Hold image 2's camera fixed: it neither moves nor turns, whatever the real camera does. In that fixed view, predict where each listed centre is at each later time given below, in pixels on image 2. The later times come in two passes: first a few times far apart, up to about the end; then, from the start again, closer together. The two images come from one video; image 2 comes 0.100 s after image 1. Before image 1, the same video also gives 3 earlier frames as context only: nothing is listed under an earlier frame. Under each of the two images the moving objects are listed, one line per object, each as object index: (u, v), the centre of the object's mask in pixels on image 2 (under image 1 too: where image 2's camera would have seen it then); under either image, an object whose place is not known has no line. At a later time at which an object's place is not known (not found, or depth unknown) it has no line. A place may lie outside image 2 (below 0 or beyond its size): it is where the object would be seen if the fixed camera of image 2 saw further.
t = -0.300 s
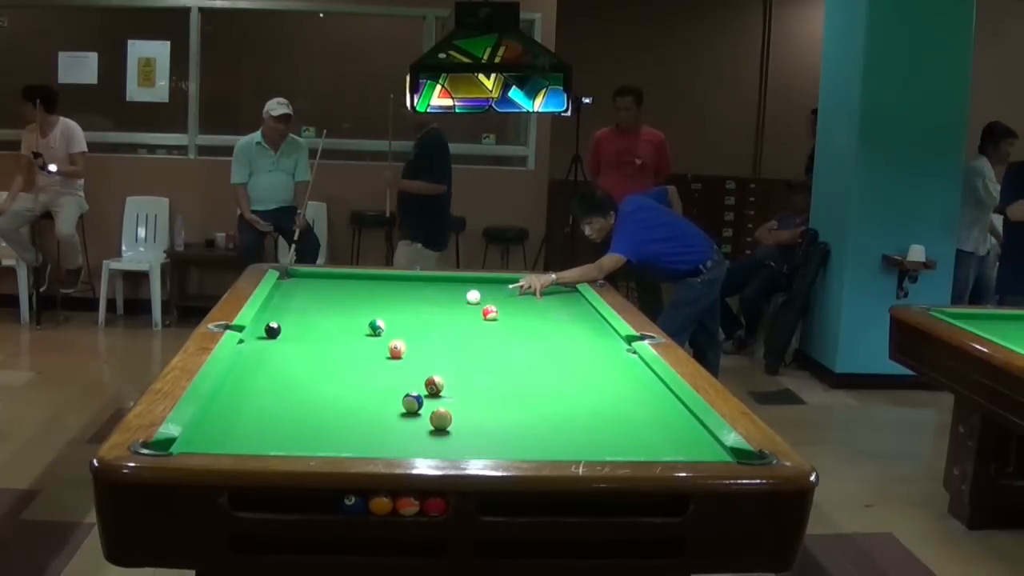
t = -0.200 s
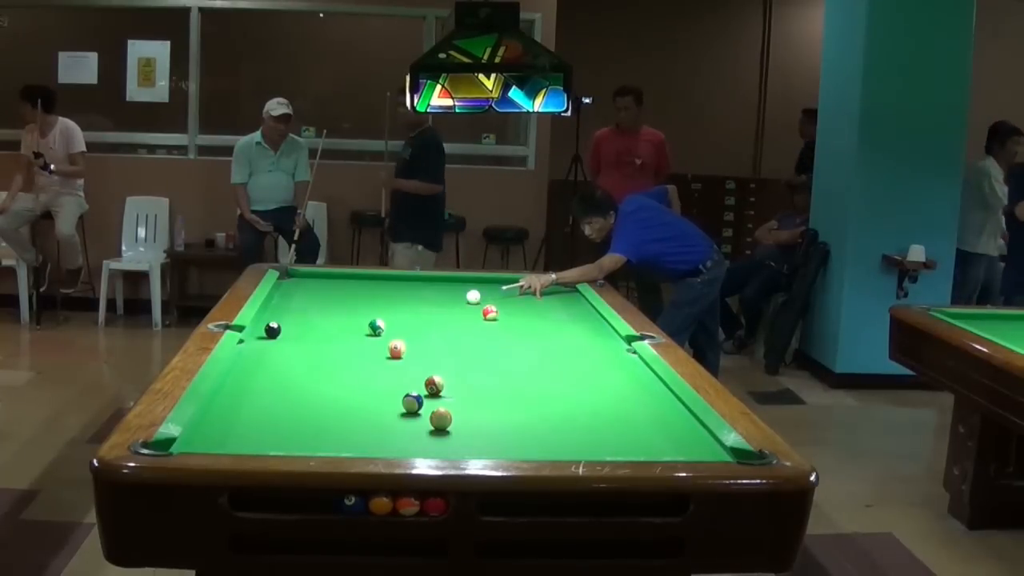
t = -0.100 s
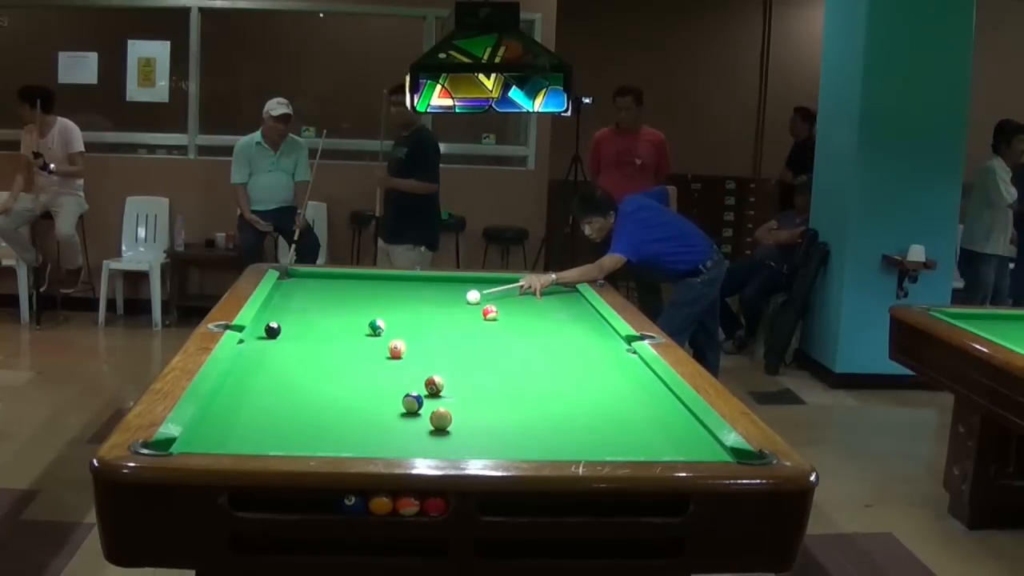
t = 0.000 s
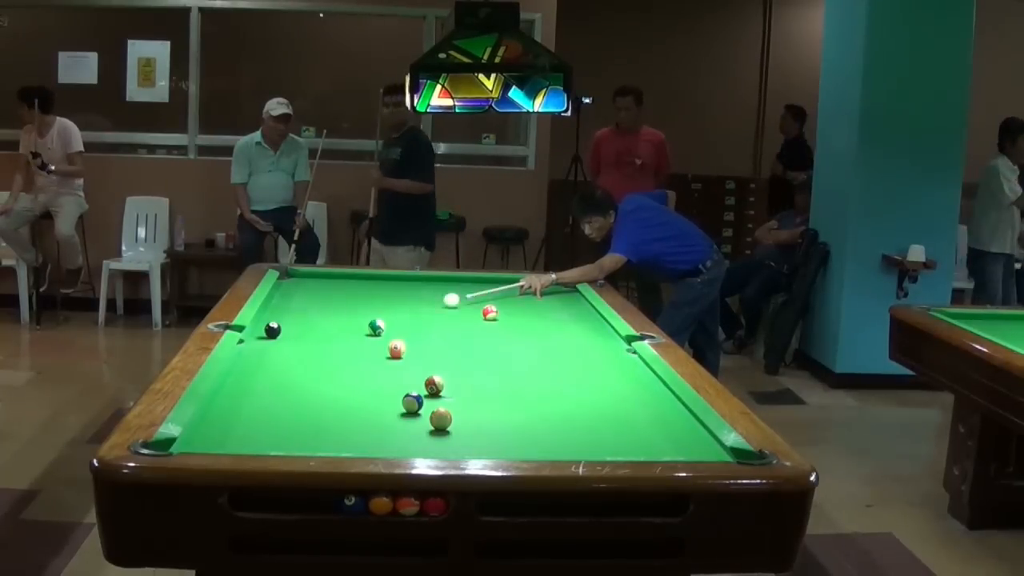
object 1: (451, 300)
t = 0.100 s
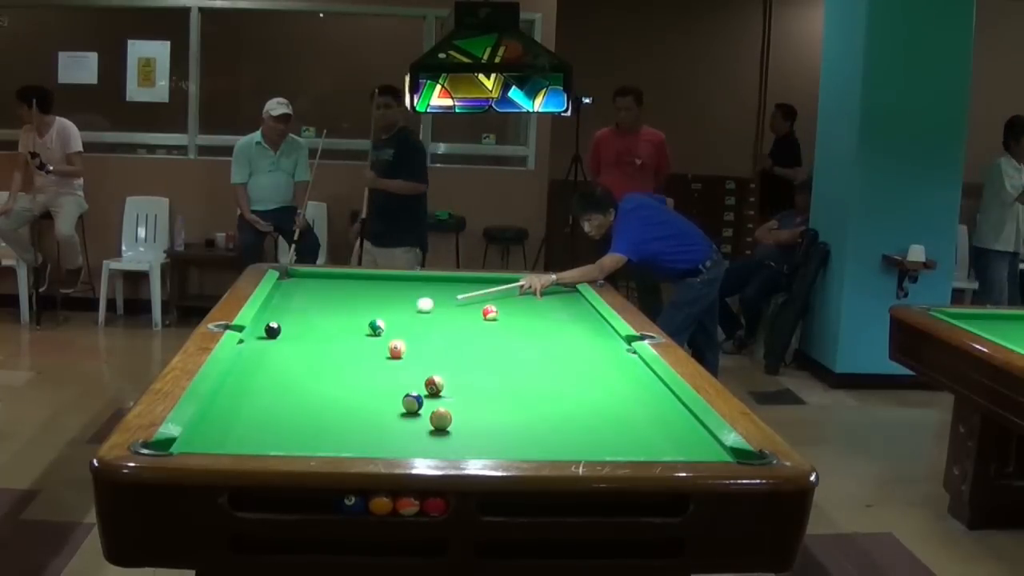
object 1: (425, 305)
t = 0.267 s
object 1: (377, 311)
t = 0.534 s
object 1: (294, 327)
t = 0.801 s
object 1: (280, 333)
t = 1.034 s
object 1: (268, 338)
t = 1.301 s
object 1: (253, 344)
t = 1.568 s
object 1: (244, 350)
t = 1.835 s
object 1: (246, 354)
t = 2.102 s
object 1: (247, 359)
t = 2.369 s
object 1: (249, 363)
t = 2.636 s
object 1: (249, 367)
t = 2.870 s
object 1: (250, 370)
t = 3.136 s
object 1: (250, 373)
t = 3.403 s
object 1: (251, 376)
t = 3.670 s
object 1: (252, 378)
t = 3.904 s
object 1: (257, 378)
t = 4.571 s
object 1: (257, 381)
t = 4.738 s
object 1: (255, 381)
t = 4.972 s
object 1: (255, 381)
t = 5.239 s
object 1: (255, 381)
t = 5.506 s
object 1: (255, 381)
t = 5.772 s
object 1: (255, 381)
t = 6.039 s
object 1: (255, 381)
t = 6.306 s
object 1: (255, 381)
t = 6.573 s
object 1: (255, 381)
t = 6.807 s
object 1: (255, 381)
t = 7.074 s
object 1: (255, 381)
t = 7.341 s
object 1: (255, 381)
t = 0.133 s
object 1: (415, 306)
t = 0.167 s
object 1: (406, 308)
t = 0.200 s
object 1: (396, 309)
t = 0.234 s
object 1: (387, 311)
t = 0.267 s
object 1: (377, 311)
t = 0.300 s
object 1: (367, 314)
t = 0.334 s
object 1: (357, 316)
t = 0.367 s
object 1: (347, 318)
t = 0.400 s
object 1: (337, 319)
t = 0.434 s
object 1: (326, 321)
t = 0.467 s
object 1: (316, 323)
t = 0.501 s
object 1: (305, 325)
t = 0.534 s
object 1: (294, 327)
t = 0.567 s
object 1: (288, 328)
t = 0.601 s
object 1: (288, 328)
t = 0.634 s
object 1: (288, 329)
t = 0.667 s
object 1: (287, 329)
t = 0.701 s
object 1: (285, 330)
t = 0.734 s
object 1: (284, 331)
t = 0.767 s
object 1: (282, 332)
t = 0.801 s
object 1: (280, 333)
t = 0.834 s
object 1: (278, 333)
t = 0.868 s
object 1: (277, 334)
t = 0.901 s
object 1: (275, 335)
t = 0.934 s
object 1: (273, 336)
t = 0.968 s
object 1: (271, 337)
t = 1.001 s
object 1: (269, 337)
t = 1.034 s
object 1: (268, 338)
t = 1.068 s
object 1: (266, 339)
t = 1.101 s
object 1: (264, 339)
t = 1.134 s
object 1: (262, 340)
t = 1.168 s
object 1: (260, 341)
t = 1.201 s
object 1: (259, 342)
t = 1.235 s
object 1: (257, 342)
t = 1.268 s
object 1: (255, 343)
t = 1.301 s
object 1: (253, 344)
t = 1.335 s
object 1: (251, 345)
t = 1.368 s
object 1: (250, 346)
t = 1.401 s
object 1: (248, 346)
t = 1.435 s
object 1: (246, 347)
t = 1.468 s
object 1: (244, 348)
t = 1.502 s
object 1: (244, 348)
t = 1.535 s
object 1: (244, 349)
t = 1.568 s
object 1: (244, 350)
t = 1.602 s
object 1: (244, 350)
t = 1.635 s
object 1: (245, 351)
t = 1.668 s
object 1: (245, 351)
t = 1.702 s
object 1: (245, 352)
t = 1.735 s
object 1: (245, 352)
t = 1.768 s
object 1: (245, 353)
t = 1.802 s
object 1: (245, 353)
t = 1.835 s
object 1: (246, 354)
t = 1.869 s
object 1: (246, 355)
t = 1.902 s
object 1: (246, 355)
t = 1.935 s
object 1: (246, 356)
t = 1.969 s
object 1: (247, 357)
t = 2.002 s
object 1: (247, 357)
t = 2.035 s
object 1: (247, 358)
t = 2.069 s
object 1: (247, 358)
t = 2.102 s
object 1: (247, 359)
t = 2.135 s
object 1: (248, 360)
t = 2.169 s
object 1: (248, 360)
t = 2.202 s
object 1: (248, 361)
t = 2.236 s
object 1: (248, 361)
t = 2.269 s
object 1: (249, 362)
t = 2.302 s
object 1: (249, 362)
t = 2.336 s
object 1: (249, 363)
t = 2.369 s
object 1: (249, 363)
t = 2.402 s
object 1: (249, 364)
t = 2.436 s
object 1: (249, 364)
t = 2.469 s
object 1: (249, 365)
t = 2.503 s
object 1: (249, 365)
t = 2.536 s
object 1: (249, 366)
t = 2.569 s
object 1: (249, 367)
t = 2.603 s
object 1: (249, 367)
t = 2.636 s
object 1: (249, 367)
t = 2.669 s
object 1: (249, 368)
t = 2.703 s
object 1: (249, 368)
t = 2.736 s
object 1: (249, 369)
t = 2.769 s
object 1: (249, 369)
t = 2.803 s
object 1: (250, 370)
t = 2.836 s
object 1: (250, 370)
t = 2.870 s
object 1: (250, 370)
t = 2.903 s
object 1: (250, 371)
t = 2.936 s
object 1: (250, 371)
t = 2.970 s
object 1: (250, 371)
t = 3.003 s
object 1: (250, 372)
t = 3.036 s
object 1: (250, 372)
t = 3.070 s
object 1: (250, 372)
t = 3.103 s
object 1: (250, 373)
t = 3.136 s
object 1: (250, 373)
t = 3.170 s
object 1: (250, 374)
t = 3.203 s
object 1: (250, 374)
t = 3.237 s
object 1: (250, 374)
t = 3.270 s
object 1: (250, 375)
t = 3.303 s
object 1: (251, 375)
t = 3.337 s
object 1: (251, 375)
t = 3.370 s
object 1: (251, 375)
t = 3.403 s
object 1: (251, 376)
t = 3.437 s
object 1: (251, 376)
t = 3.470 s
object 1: (251, 376)
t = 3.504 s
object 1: (251, 376)
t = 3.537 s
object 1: (251, 377)
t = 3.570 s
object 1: (252, 377)
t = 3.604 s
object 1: (252, 377)
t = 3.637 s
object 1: (252, 378)
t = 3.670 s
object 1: (252, 378)
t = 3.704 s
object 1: (252, 378)
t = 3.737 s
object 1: (252, 378)
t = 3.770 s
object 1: (252, 378)
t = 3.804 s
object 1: (253, 378)
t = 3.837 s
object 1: (253, 379)
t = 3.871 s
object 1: (253, 379)
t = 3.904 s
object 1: (257, 378)
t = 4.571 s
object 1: (257, 381)
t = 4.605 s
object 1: (255, 381)
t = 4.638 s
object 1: (255, 381)
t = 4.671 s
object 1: (255, 381)
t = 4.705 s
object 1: (255, 381)
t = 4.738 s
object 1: (255, 381)
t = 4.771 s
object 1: (255, 381)
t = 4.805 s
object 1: (255, 381)
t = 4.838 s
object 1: (255, 381)
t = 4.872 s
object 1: (255, 381)
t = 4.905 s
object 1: (255, 381)
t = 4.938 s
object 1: (255, 381)
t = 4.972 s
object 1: (255, 381)
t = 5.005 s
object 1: (255, 381)
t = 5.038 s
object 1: (255, 381)
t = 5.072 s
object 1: (255, 381)
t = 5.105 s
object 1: (255, 381)
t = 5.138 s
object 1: (255, 381)
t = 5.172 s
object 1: (255, 381)
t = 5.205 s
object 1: (255, 381)
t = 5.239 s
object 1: (255, 381)
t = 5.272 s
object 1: (255, 381)
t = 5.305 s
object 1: (255, 381)
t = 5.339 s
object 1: (255, 381)
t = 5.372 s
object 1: (255, 381)
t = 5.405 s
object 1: (255, 381)
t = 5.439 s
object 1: (255, 381)
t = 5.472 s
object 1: (255, 381)
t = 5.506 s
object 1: (255, 381)
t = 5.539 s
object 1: (255, 381)
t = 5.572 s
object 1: (255, 381)
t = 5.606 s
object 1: (255, 381)
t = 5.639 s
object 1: (255, 381)
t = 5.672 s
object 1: (255, 381)
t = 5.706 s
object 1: (255, 381)
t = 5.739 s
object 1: (255, 381)
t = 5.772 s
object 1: (255, 381)
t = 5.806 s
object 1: (255, 381)
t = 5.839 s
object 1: (255, 381)
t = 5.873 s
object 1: (255, 381)
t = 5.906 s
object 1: (255, 381)
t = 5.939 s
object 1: (255, 381)
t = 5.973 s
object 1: (255, 381)
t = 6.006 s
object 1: (255, 381)
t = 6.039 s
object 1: (255, 381)
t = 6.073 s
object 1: (255, 381)
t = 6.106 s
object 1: (255, 381)
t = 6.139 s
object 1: (255, 381)
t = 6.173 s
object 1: (255, 381)
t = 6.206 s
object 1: (255, 381)
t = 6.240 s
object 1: (255, 381)
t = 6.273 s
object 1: (255, 381)
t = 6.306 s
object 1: (255, 381)
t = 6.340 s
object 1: (255, 381)
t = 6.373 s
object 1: (255, 381)
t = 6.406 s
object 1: (255, 381)
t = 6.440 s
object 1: (255, 381)
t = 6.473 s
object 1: (255, 381)
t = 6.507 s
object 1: (255, 381)
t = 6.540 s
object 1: (255, 381)
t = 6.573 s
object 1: (255, 381)
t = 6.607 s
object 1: (255, 381)
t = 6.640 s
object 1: (255, 381)
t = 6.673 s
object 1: (255, 381)
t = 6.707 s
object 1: (255, 381)
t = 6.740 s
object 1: (255, 381)
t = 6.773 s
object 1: (255, 381)
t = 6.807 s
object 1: (255, 381)
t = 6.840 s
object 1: (255, 381)
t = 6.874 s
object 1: (255, 381)
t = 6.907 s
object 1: (255, 381)
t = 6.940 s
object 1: (255, 381)
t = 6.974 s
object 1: (255, 381)
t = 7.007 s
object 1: (255, 381)
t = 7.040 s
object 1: (255, 381)
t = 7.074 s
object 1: (255, 381)
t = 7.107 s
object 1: (255, 381)
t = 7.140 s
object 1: (255, 381)
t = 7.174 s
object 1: (255, 381)
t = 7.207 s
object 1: (255, 381)
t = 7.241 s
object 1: (255, 381)
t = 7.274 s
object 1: (255, 381)
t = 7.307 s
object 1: (255, 381)
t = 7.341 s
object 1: (255, 381)
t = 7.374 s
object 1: (255, 381)
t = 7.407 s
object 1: (255, 381)
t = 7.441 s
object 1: (255, 381)
